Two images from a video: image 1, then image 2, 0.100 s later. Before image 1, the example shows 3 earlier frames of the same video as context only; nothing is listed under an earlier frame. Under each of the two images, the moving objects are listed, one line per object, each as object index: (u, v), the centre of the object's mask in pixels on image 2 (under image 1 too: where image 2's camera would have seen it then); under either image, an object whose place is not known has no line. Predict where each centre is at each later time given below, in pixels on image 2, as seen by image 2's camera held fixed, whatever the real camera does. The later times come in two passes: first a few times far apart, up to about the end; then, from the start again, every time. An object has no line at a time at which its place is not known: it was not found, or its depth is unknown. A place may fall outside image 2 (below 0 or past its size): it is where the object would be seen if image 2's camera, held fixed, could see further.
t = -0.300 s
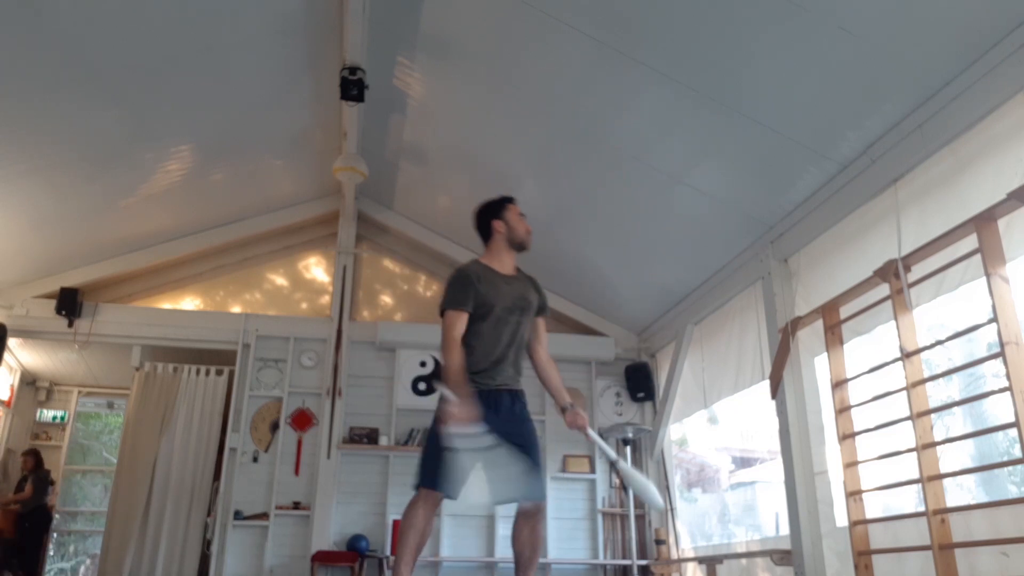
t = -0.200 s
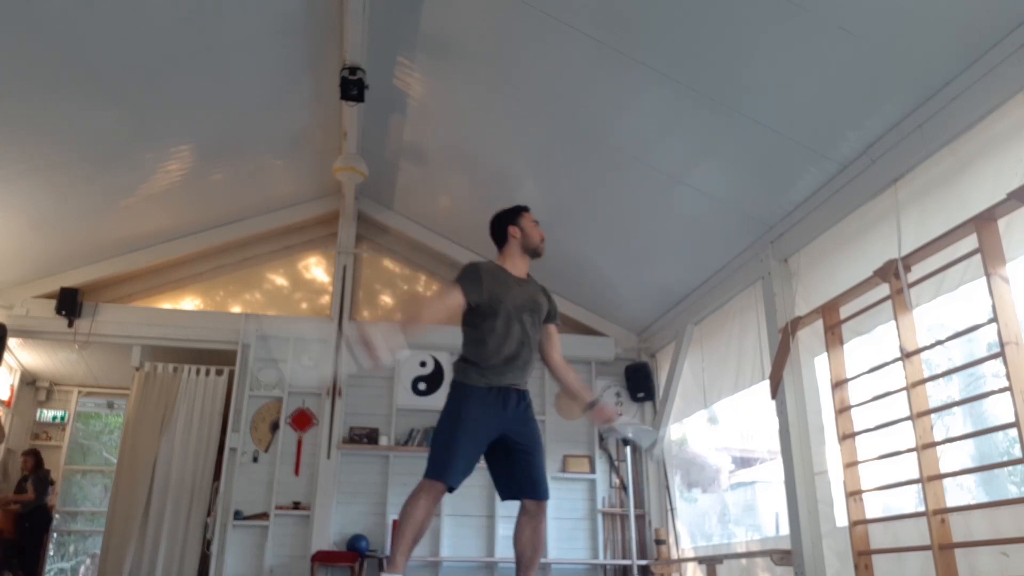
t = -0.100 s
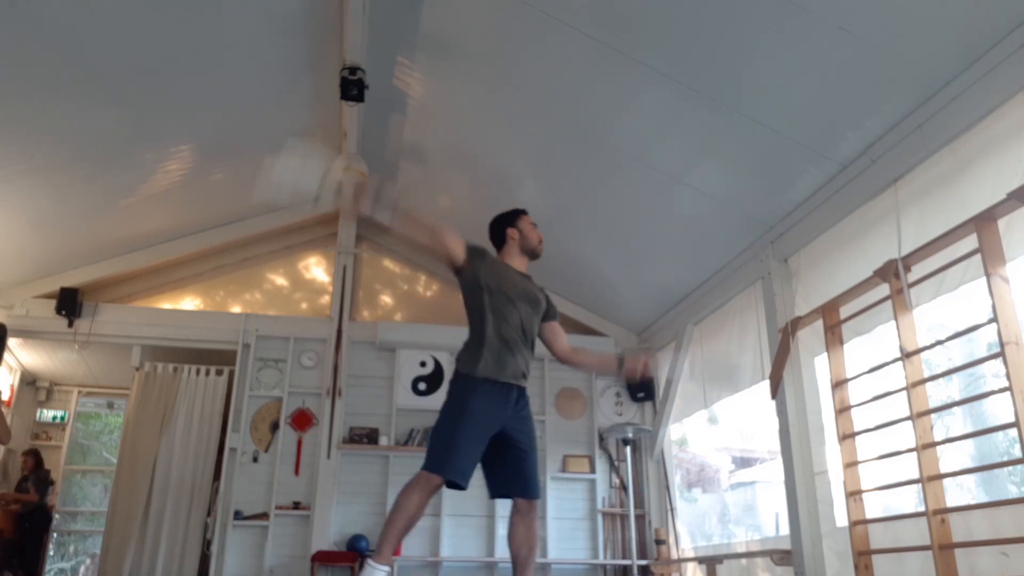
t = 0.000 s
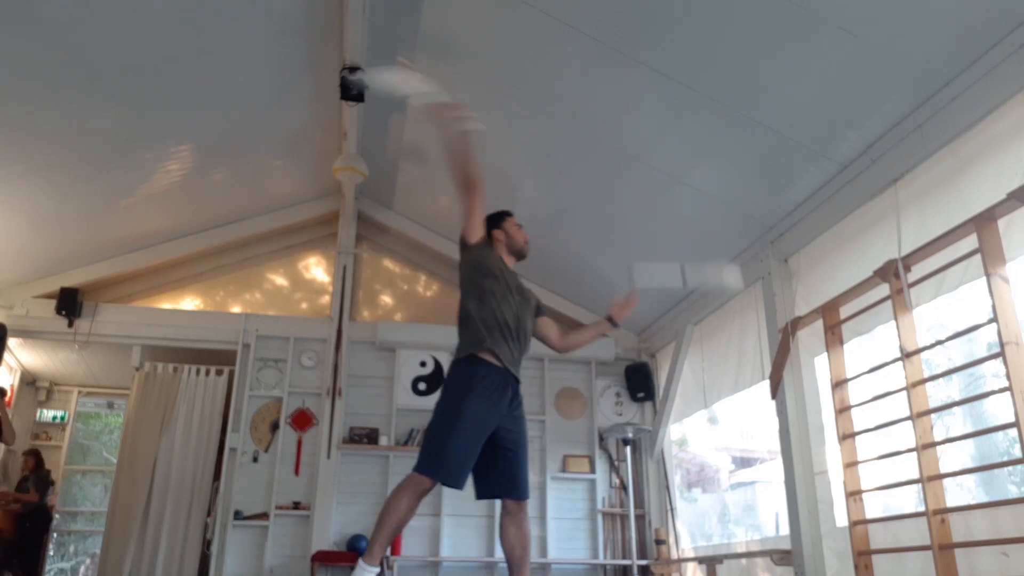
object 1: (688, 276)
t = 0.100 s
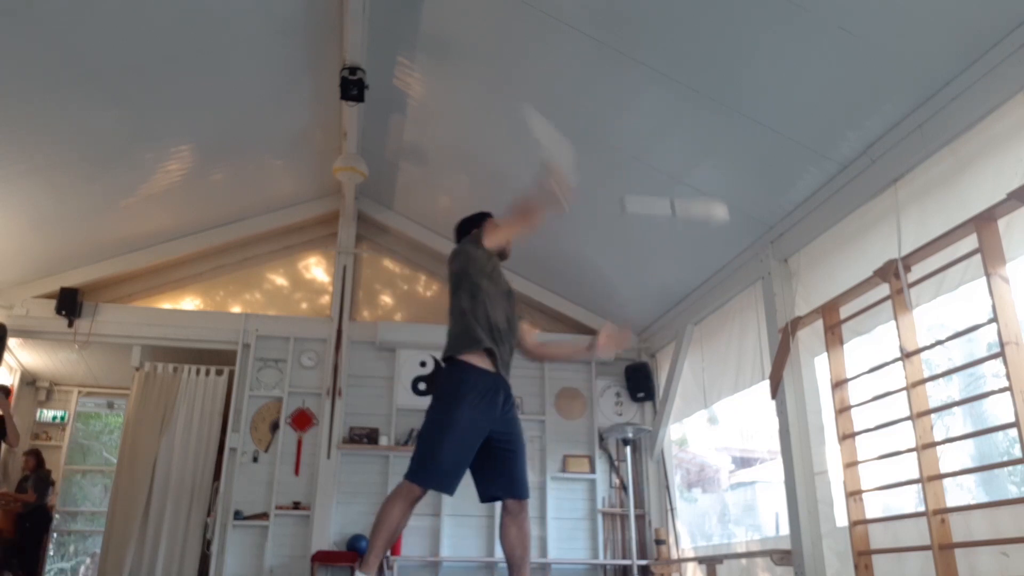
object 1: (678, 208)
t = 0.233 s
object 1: (668, 153)
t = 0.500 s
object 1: (653, 147)
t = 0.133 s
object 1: (674, 191)
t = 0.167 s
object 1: (673, 176)
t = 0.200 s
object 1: (670, 163)
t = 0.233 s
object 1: (668, 153)
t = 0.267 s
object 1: (666, 145)
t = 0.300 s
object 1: (666, 140)
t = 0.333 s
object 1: (664, 136)
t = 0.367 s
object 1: (663, 135)
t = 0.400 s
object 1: (661, 135)
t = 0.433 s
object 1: (658, 138)
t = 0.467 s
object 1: (656, 142)
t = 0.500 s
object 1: (653, 147)
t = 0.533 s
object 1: (651, 156)
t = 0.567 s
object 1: (649, 167)
